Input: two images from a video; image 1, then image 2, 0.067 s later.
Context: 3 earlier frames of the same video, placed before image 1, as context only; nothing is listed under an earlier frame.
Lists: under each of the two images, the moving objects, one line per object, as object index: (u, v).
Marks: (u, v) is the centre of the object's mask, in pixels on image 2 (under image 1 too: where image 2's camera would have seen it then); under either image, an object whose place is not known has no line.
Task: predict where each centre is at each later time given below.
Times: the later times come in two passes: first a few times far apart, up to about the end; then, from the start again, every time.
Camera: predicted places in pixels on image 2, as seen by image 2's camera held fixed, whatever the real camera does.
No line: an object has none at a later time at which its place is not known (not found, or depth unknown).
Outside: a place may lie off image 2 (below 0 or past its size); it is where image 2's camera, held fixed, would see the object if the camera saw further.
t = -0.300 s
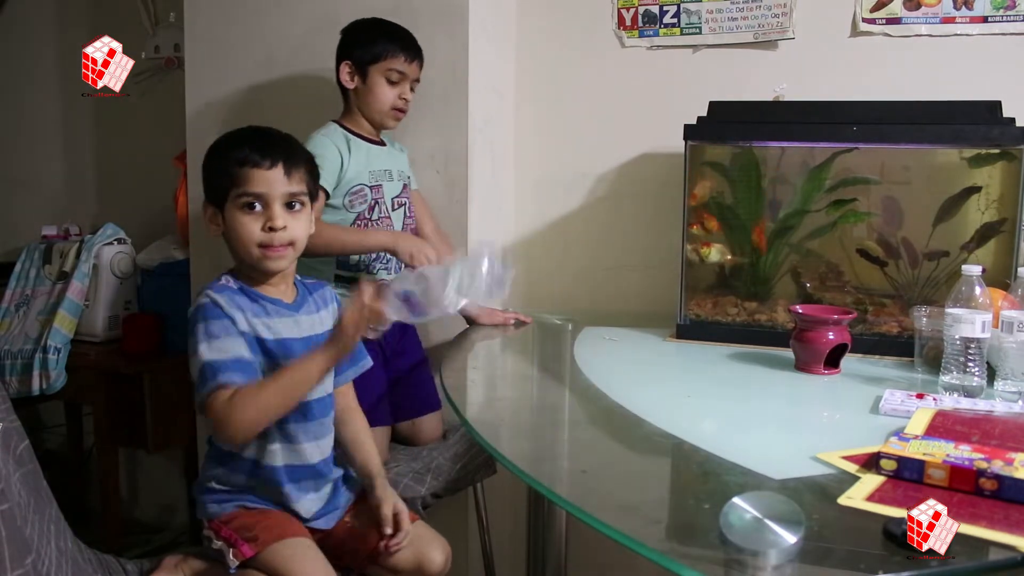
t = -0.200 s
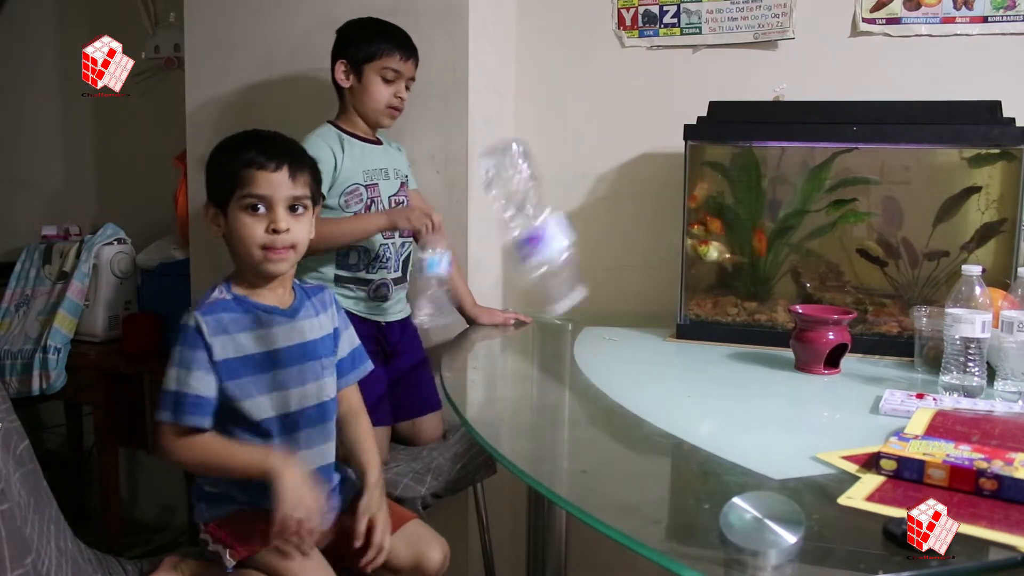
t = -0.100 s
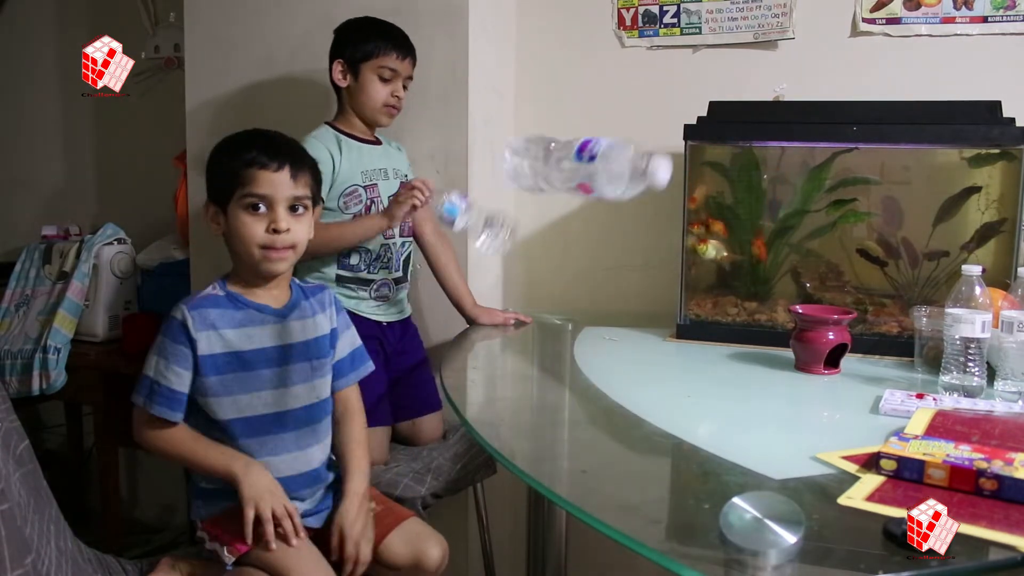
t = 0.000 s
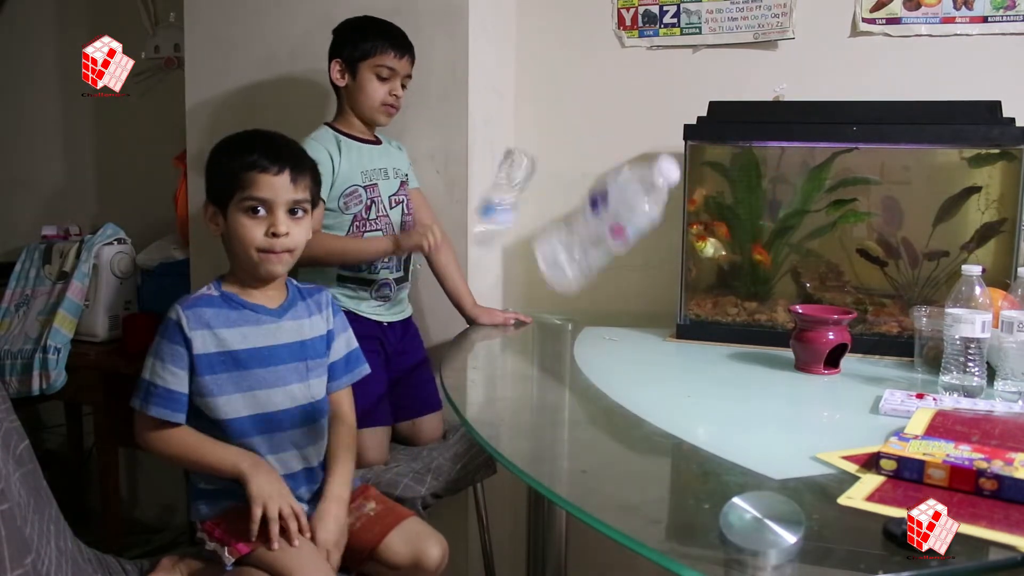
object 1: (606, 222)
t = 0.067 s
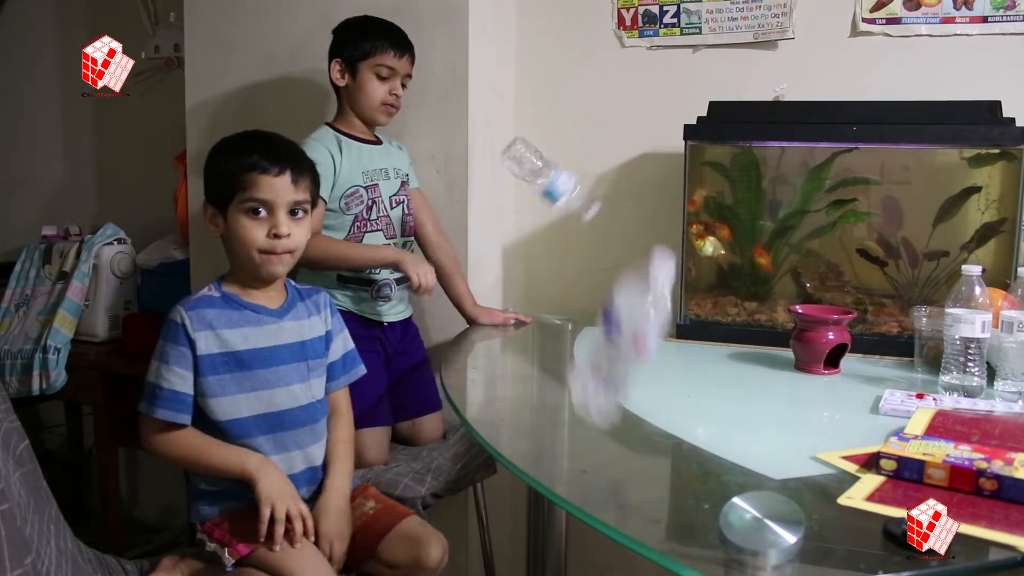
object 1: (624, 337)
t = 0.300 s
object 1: (683, 435)
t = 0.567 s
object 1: (686, 434)
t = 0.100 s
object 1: (629, 371)
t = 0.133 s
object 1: (644, 383)
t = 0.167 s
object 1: (664, 401)
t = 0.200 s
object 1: (669, 415)
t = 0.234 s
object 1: (679, 434)
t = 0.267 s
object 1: (683, 435)
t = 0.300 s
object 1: (683, 435)
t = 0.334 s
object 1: (684, 435)
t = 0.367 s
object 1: (686, 434)
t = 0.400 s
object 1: (687, 434)
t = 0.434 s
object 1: (690, 433)
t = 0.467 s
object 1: (690, 433)
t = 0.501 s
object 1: (689, 434)
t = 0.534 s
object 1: (687, 434)
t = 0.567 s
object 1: (686, 434)
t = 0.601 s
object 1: (686, 434)
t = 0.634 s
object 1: (687, 434)
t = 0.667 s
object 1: (687, 434)
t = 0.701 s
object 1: (686, 434)
